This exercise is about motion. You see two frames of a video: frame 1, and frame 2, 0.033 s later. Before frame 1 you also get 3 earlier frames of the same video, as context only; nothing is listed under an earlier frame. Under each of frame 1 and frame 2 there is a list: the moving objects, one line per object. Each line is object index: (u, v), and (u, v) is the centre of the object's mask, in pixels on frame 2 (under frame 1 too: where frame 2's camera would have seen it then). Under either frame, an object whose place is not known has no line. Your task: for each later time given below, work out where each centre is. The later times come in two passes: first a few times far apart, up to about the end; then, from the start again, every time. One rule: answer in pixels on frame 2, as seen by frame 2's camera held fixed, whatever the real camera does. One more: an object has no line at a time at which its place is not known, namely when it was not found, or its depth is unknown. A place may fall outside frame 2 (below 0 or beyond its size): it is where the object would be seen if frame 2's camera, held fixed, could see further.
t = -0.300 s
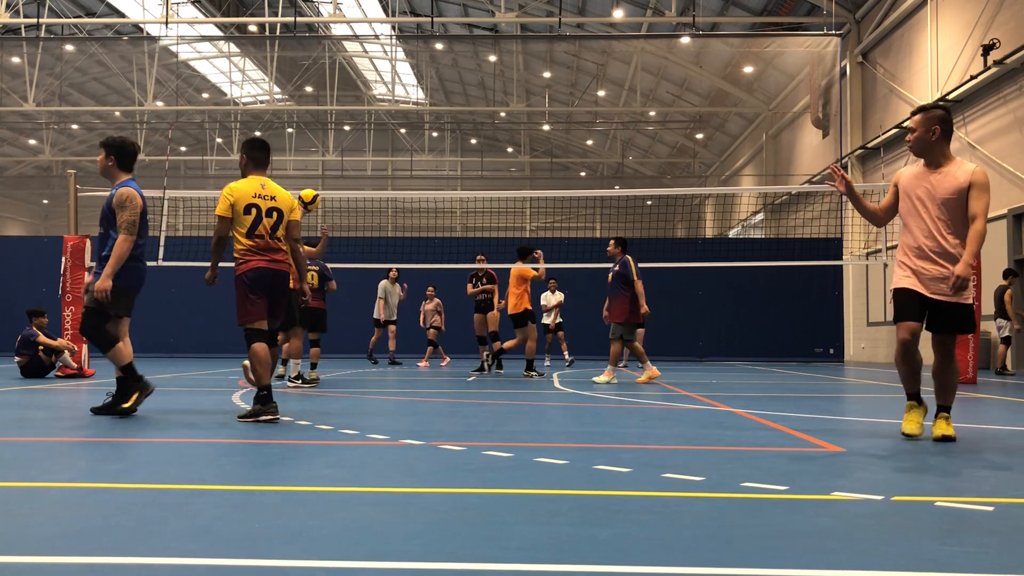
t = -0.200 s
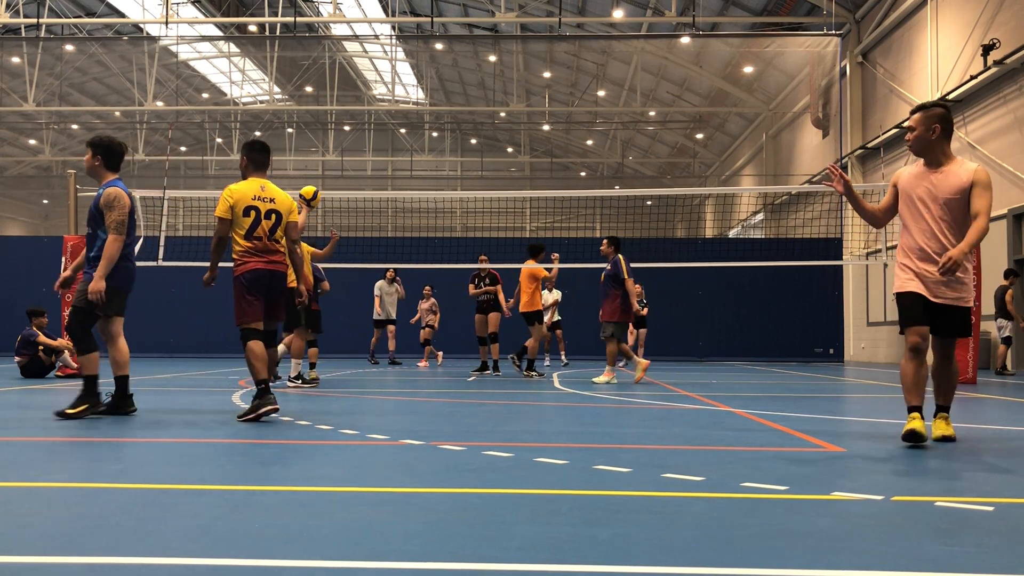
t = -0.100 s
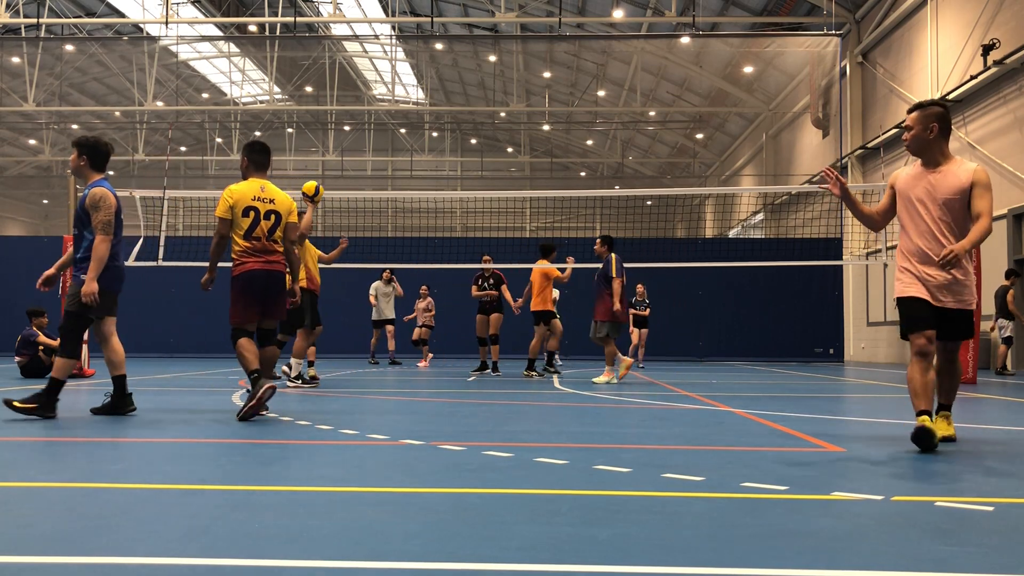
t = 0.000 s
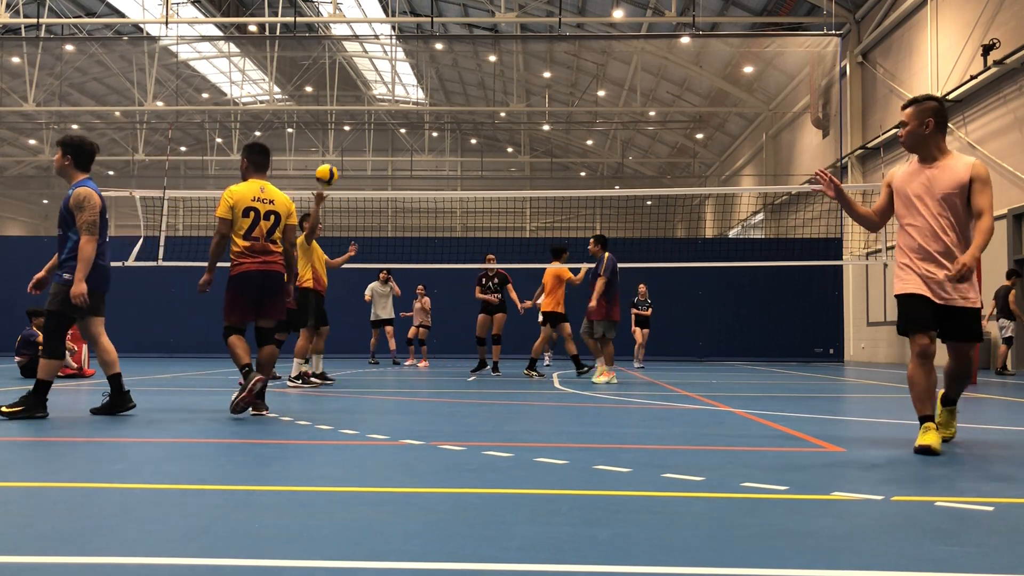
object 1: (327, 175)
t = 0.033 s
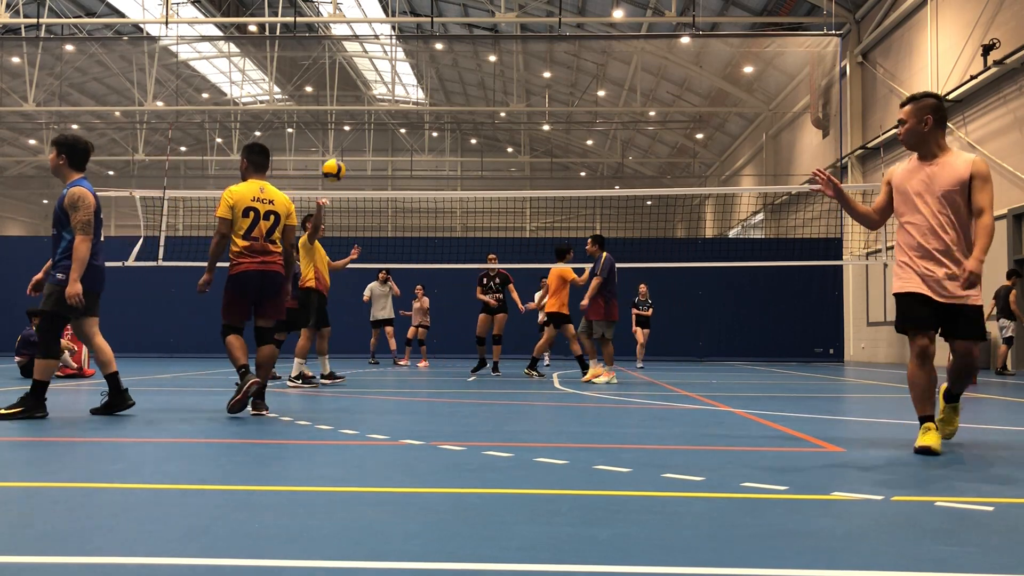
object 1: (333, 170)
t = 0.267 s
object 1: (389, 169)
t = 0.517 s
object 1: (465, 246)
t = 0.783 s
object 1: (563, 365)
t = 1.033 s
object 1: (626, 229)
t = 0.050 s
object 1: (337, 168)
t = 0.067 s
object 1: (341, 166)
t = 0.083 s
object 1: (345, 165)
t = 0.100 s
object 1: (348, 164)
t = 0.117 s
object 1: (352, 163)
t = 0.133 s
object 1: (356, 163)
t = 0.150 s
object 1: (360, 163)
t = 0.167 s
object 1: (363, 163)
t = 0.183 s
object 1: (367, 163)
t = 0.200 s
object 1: (372, 163)
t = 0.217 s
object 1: (376, 165)
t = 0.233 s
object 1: (380, 166)
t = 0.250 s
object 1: (384, 167)
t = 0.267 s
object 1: (389, 169)
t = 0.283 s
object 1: (394, 171)
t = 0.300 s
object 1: (398, 174)
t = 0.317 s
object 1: (402, 177)
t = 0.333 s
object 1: (407, 180)
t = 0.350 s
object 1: (412, 185)
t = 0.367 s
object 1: (416, 189)
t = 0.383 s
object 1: (422, 194)
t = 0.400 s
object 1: (426, 199)
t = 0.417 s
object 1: (432, 205)
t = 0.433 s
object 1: (437, 210)
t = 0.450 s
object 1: (442, 216)
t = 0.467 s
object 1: (448, 224)
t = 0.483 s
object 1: (454, 231)
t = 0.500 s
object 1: (459, 239)
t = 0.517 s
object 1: (465, 246)
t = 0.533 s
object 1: (471, 255)
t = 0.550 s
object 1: (476, 264)
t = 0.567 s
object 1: (482, 274)
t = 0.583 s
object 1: (489, 284)
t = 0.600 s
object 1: (495, 296)
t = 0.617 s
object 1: (501, 307)
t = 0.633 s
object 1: (508, 320)
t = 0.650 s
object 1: (514, 332)
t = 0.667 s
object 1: (521, 346)
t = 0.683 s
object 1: (528, 360)
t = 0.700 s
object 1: (536, 376)
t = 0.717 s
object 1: (543, 392)
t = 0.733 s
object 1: (550, 402)
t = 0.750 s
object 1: (554, 390)
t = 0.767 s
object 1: (558, 377)
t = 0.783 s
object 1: (563, 365)
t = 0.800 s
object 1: (566, 352)
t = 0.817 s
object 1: (570, 341)
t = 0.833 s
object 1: (574, 330)
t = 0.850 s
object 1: (578, 320)
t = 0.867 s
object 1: (582, 309)
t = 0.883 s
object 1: (586, 299)
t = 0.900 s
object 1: (590, 290)
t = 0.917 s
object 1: (594, 282)
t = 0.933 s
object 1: (599, 273)
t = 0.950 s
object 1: (604, 264)
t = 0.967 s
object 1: (608, 256)
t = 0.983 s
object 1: (613, 248)
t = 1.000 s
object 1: (617, 242)
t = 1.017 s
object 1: (621, 235)
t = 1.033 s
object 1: (626, 229)
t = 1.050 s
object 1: (630, 224)
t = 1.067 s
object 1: (636, 218)
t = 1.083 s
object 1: (640, 213)
